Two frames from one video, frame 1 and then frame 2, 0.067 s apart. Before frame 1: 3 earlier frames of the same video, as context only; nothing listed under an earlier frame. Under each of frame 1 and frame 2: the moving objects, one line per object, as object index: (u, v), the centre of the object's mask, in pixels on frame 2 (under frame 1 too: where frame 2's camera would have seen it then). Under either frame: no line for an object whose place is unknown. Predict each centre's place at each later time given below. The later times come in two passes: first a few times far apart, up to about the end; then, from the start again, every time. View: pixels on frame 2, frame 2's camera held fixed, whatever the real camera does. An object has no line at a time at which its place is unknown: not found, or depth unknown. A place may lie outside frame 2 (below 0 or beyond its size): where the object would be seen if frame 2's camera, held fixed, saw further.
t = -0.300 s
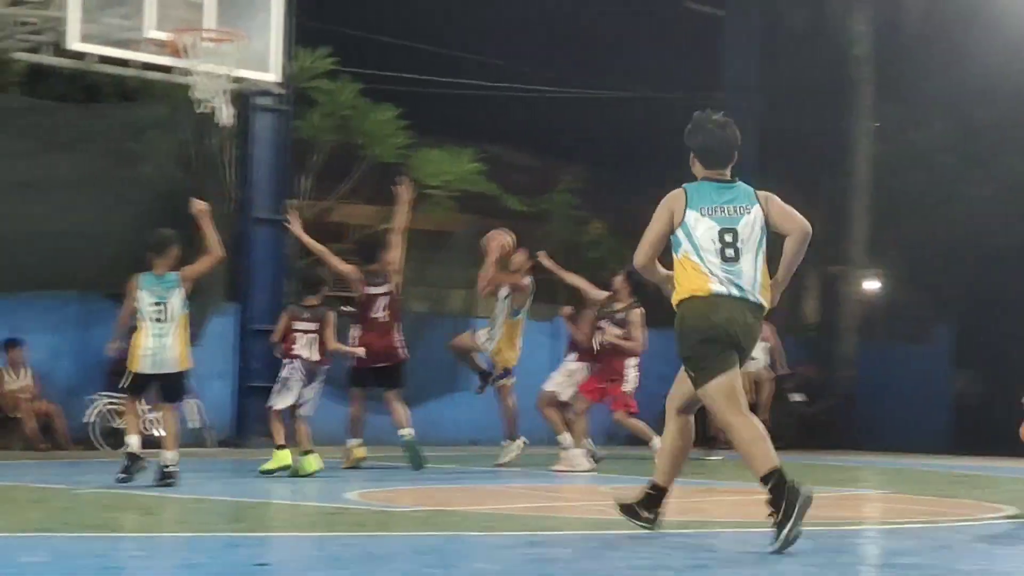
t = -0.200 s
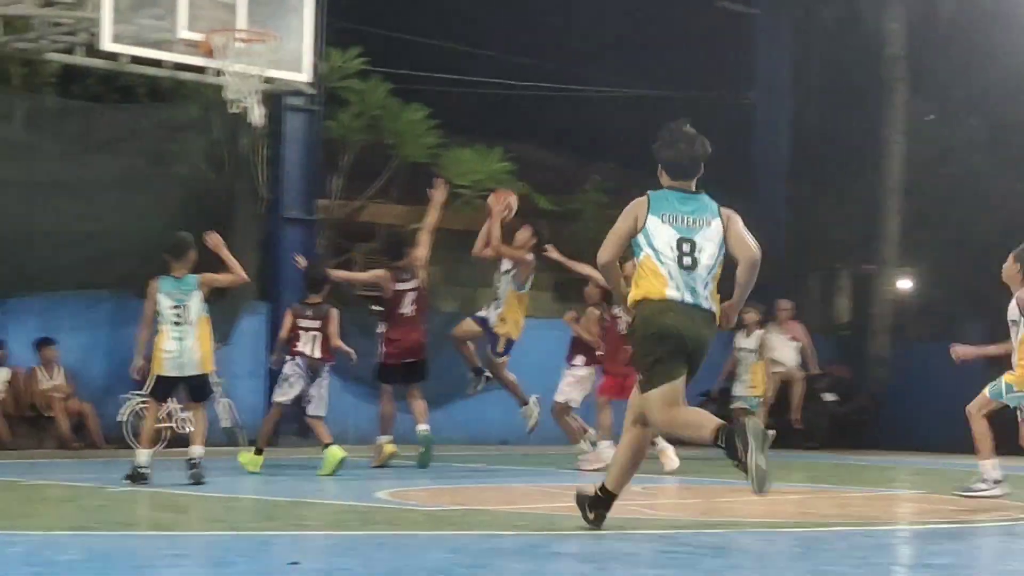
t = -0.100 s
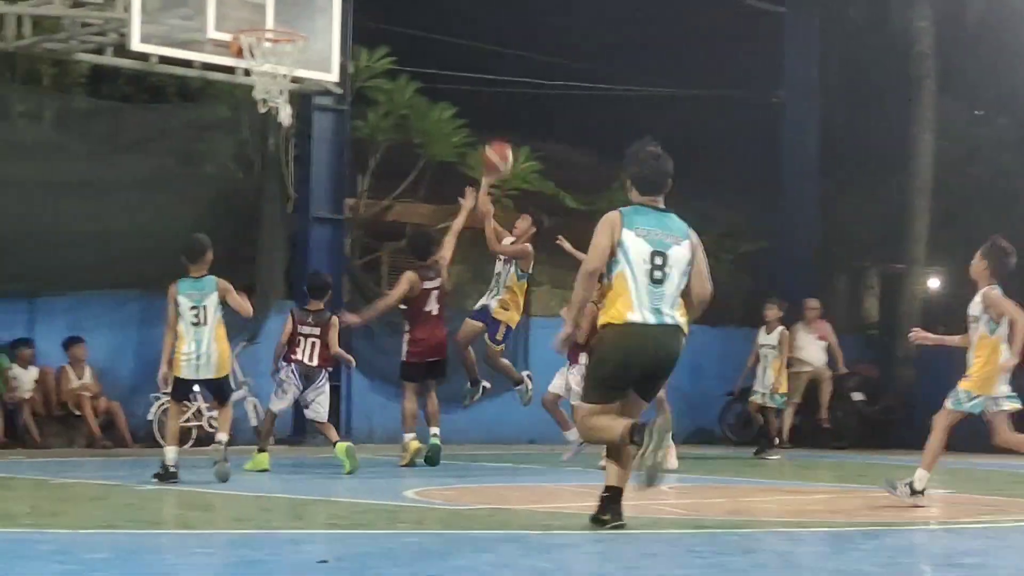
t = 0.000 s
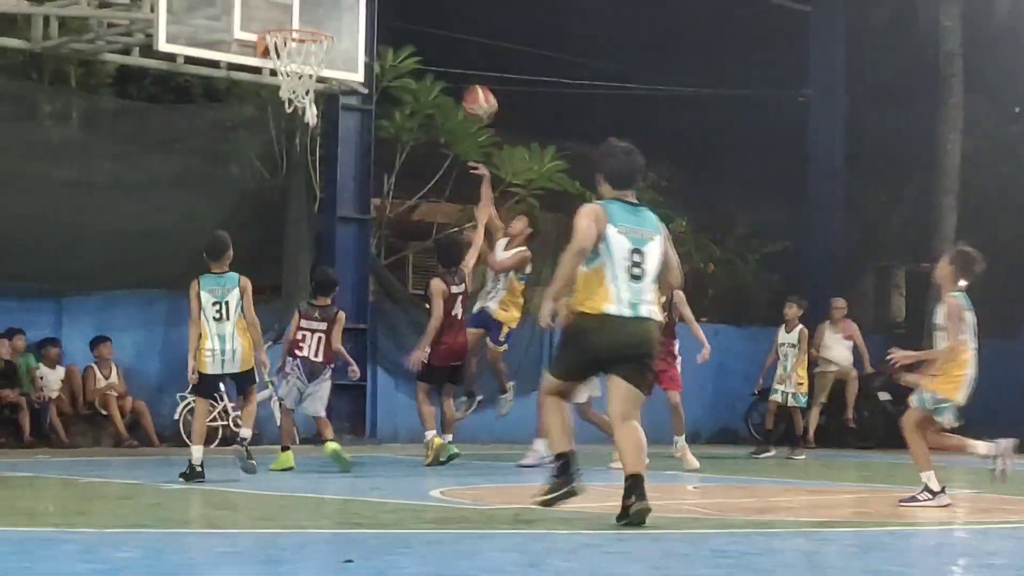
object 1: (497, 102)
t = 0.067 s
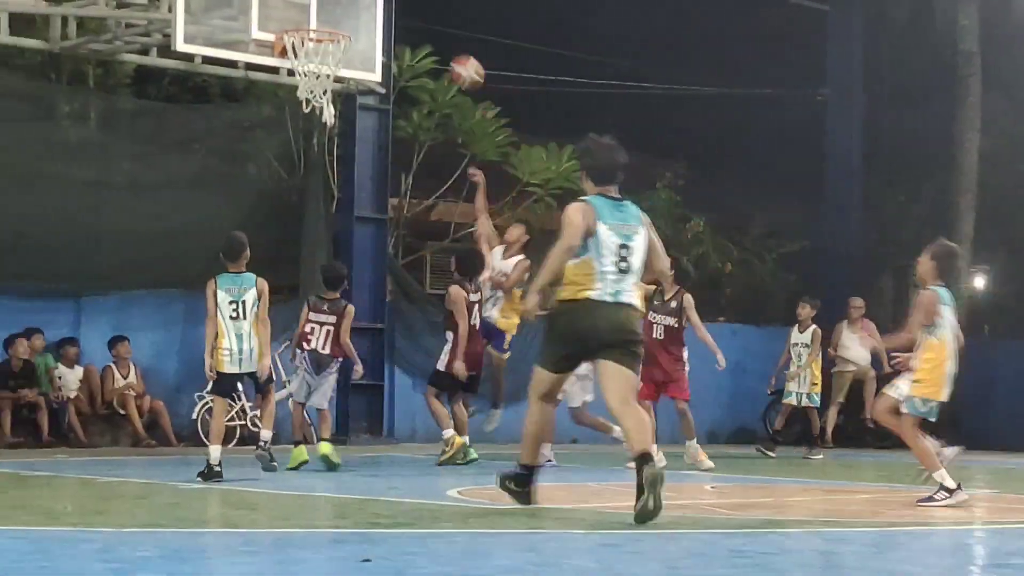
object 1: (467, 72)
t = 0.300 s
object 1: (373, 14)
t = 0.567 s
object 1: (350, 17)
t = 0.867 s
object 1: (387, 29)
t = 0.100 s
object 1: (452, 59)
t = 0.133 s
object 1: (436, 47)
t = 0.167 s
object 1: (419, 36)
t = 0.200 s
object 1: (404, 28)
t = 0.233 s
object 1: (389, 20)
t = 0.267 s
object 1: (377, 16)
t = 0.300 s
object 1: (373, 14)
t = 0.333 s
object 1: (369, 13)
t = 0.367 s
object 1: (363, 13)
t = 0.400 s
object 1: (359, 13)
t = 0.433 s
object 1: (355, 15)
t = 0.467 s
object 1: (350, 17)
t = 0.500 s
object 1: (347, 22)
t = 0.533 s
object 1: (346, 22)
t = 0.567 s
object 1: (350, 17)
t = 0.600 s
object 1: (354, 15)
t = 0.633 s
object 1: (358, 13)
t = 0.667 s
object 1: (362, 12)
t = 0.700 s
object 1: (367, 12)
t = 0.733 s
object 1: (370, 13)
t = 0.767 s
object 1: (374, 14)
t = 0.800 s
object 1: (378, 16)
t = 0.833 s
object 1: (383, 22)
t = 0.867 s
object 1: (387, 29)
